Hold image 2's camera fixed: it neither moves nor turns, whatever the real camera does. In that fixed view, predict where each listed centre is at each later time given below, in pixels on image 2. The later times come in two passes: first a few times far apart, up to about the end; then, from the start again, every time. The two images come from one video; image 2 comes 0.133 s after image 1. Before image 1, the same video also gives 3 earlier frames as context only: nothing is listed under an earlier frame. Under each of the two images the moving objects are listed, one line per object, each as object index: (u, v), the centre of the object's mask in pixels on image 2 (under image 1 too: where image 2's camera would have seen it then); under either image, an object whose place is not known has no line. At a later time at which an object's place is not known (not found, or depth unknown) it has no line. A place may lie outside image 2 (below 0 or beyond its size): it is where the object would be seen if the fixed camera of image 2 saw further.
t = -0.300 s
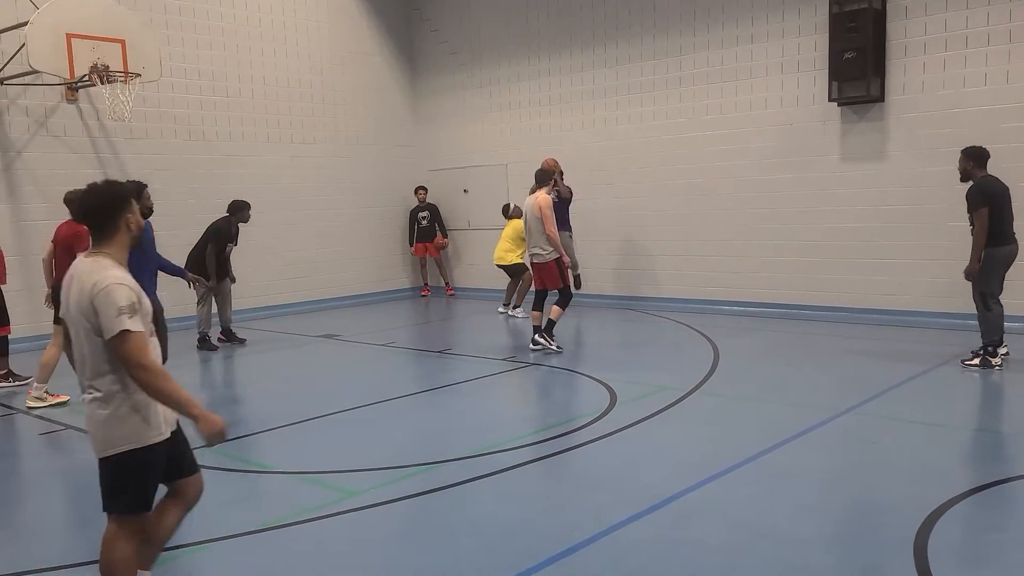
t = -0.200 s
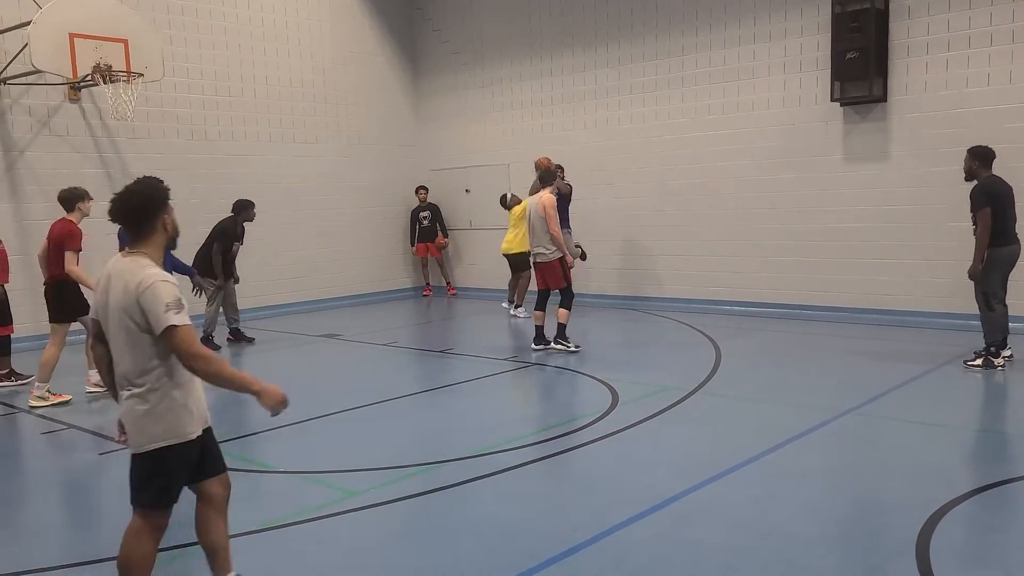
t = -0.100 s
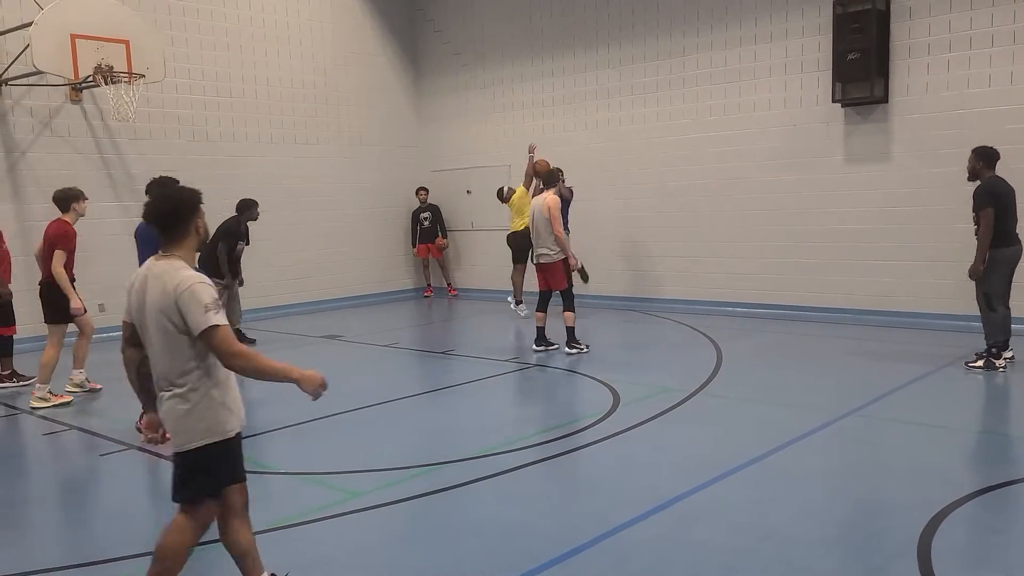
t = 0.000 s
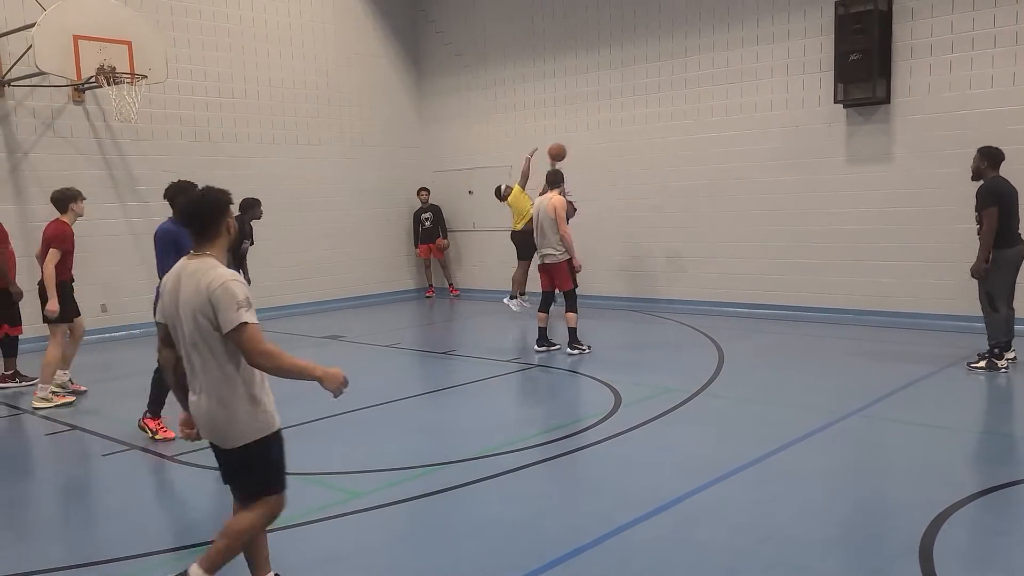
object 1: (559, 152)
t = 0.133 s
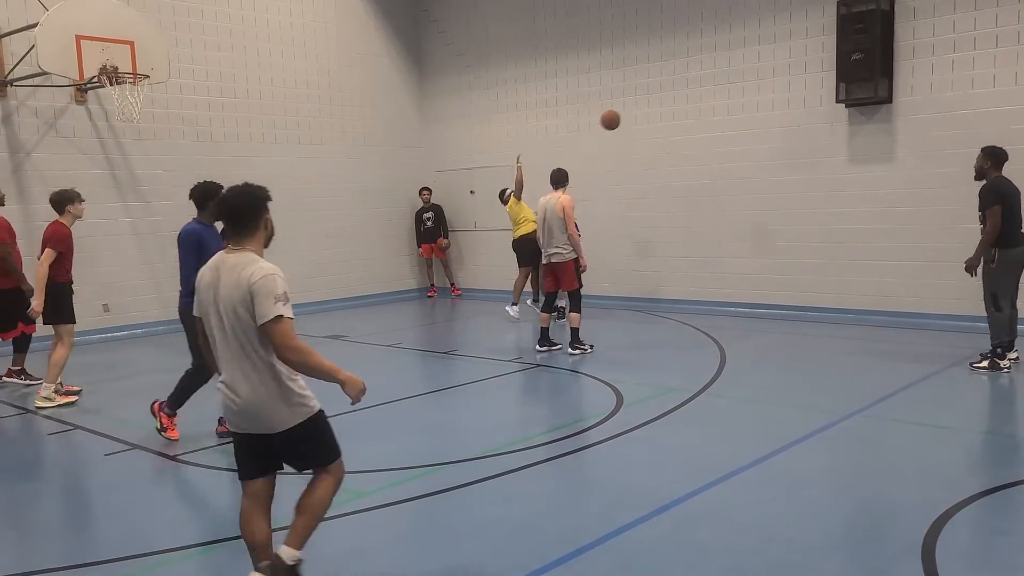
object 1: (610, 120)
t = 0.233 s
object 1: (654, 103)
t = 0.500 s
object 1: (793, 98)
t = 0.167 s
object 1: (624, 114)
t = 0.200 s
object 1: (639, 108)
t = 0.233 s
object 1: (654, 103)
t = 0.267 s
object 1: (669, 99)
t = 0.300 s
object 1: (685, 96)
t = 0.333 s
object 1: (702, 93)
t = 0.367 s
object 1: (719, 92)
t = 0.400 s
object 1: (737, 92)
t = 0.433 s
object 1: (755, 92)
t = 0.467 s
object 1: (774, 95)
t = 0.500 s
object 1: (793, 98)
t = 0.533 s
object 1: (814, 102)
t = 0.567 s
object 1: (834, 108)
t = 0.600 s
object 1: (856, 115)
